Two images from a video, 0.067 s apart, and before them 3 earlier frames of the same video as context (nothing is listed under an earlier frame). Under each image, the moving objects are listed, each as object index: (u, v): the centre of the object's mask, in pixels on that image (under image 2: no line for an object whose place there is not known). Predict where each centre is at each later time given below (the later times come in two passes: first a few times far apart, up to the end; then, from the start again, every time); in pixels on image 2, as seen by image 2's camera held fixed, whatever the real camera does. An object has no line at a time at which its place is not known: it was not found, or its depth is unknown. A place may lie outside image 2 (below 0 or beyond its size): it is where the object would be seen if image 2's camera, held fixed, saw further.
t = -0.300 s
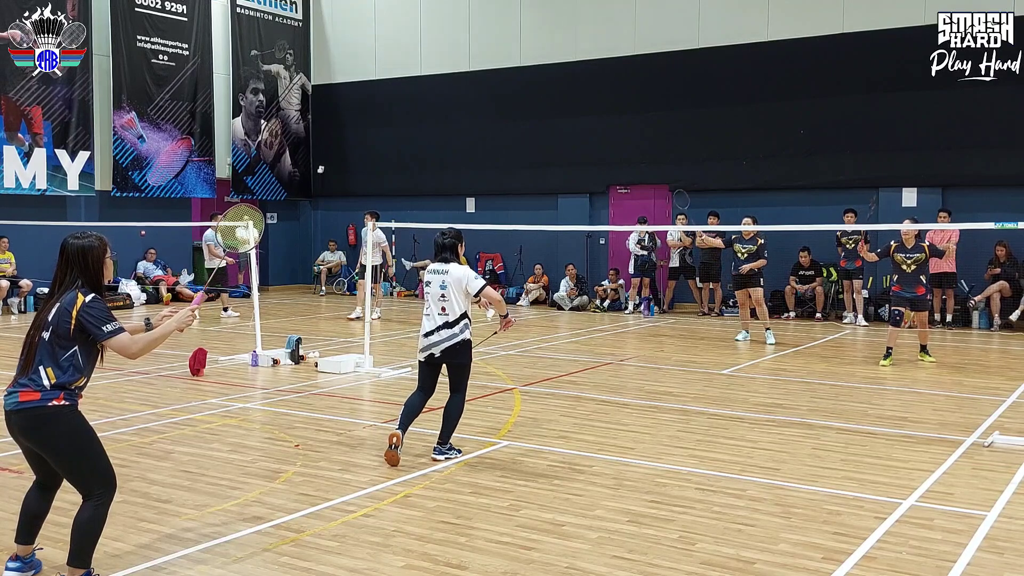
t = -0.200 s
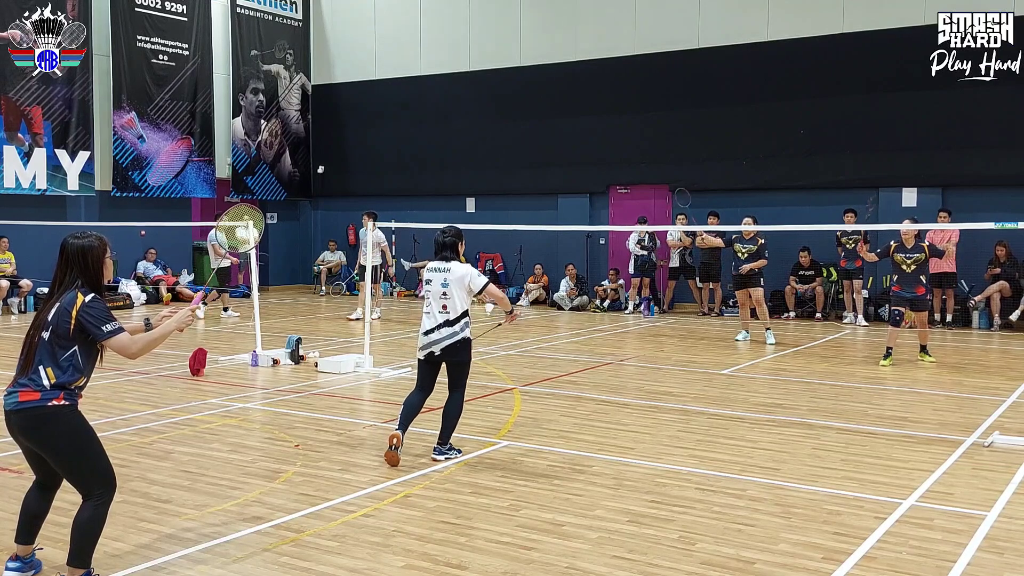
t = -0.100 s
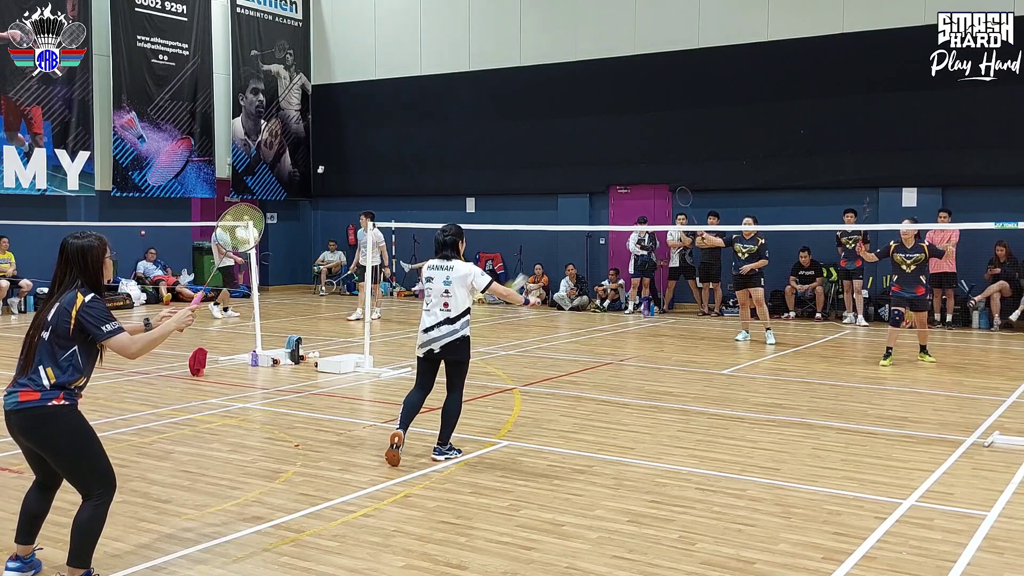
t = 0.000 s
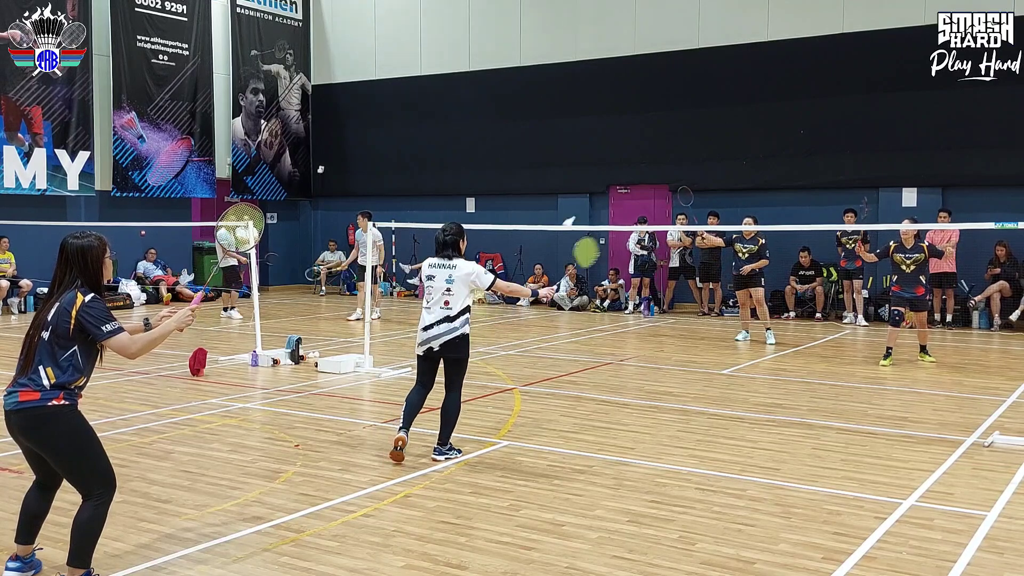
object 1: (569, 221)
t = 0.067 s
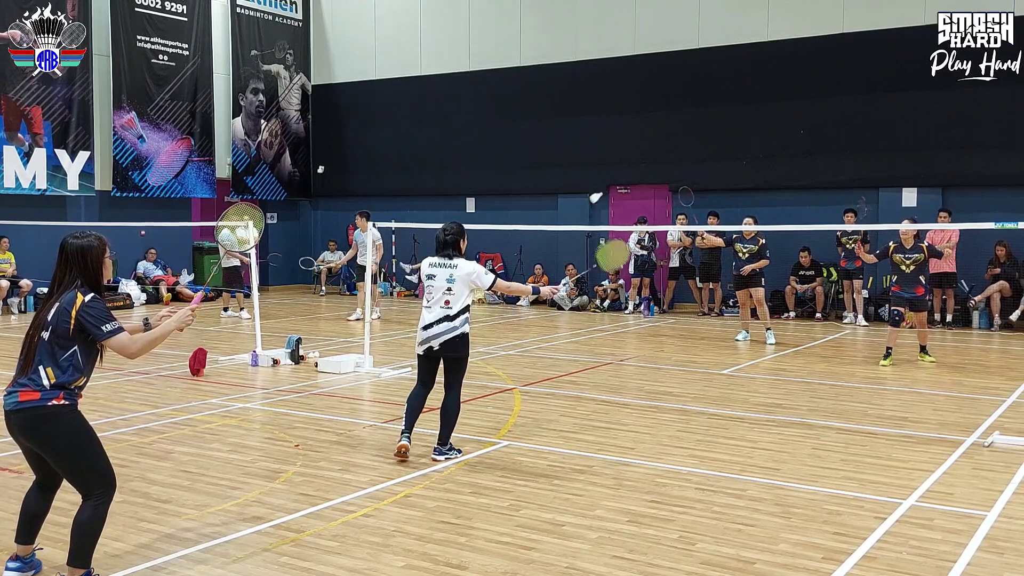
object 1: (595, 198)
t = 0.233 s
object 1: (652, 170)
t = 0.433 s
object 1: (698, 180)
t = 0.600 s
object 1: (728, 214)
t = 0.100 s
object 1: (609, 188)
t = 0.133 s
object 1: (620, 181)
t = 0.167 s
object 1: (632, 176)
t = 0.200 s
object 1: (642, 172)
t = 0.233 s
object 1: (652, 170)
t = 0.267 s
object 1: (661, 170)
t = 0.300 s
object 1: (669, 170)
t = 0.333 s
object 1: (679, 172)
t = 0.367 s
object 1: (684, 173)
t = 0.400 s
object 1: (692, 177)
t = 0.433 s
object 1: (698, 180)
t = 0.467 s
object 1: (704, 185)
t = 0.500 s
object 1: (710, 191)
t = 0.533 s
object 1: (716, 198)
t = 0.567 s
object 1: (722, 205)
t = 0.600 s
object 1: (728, 214)
